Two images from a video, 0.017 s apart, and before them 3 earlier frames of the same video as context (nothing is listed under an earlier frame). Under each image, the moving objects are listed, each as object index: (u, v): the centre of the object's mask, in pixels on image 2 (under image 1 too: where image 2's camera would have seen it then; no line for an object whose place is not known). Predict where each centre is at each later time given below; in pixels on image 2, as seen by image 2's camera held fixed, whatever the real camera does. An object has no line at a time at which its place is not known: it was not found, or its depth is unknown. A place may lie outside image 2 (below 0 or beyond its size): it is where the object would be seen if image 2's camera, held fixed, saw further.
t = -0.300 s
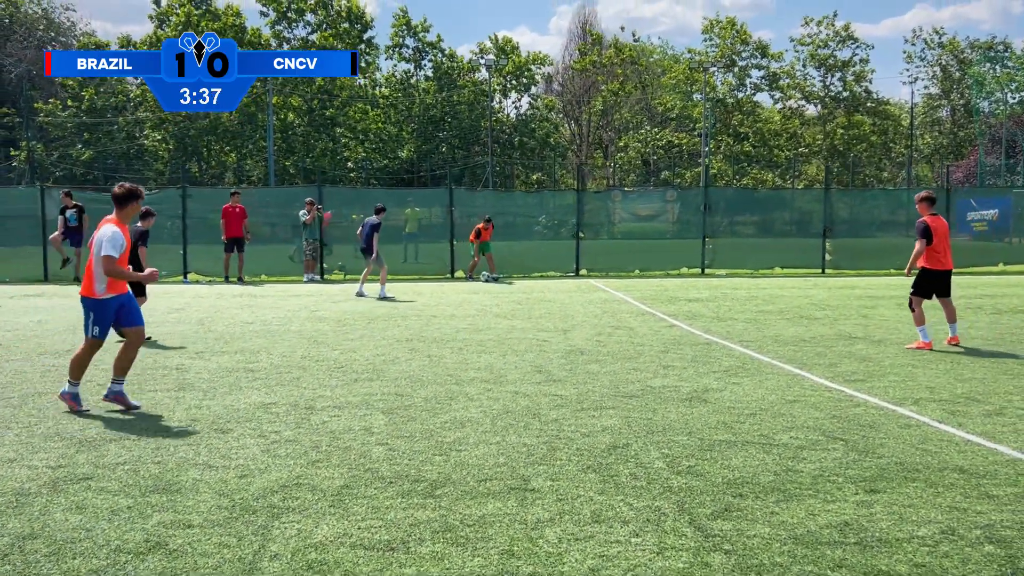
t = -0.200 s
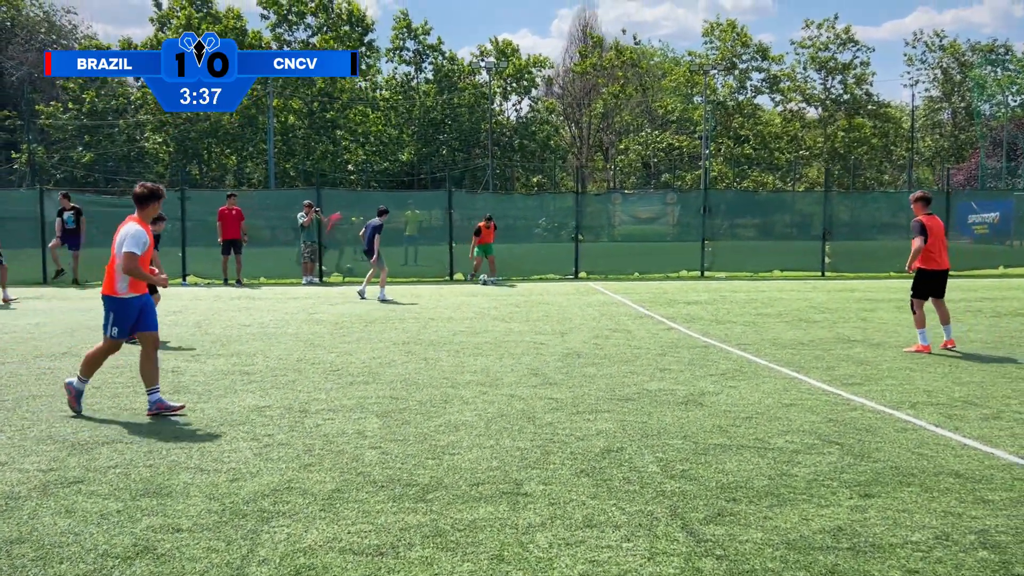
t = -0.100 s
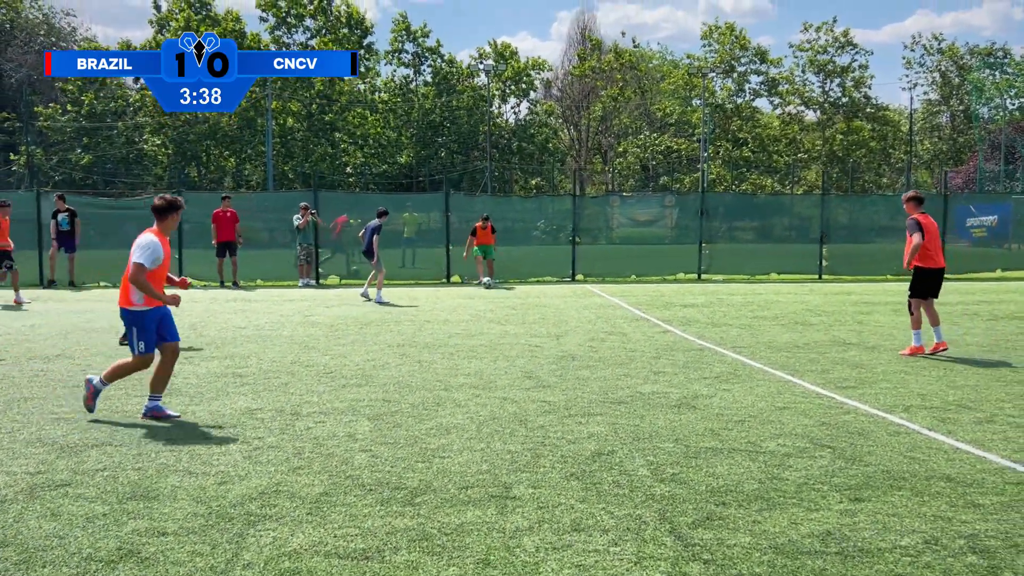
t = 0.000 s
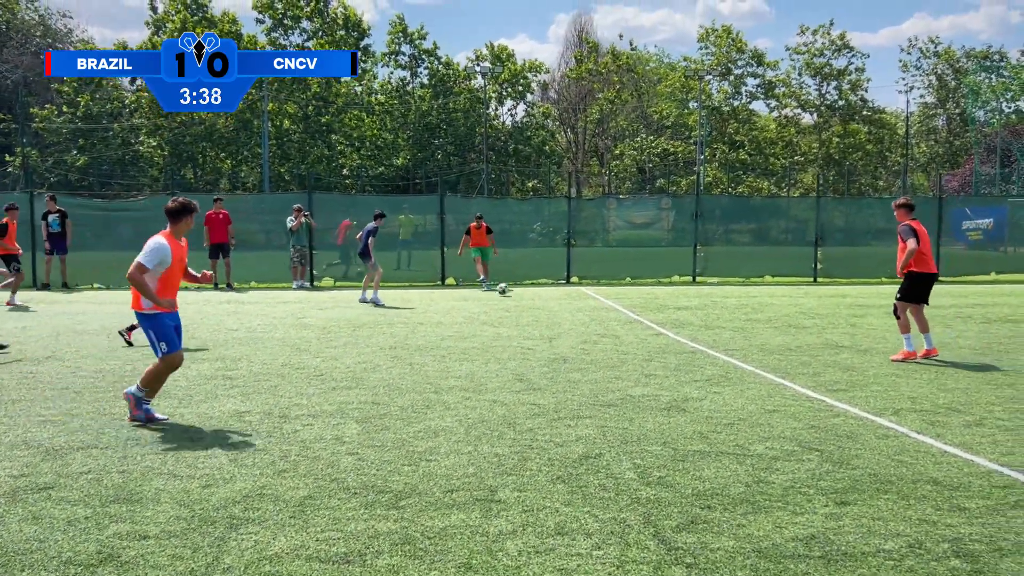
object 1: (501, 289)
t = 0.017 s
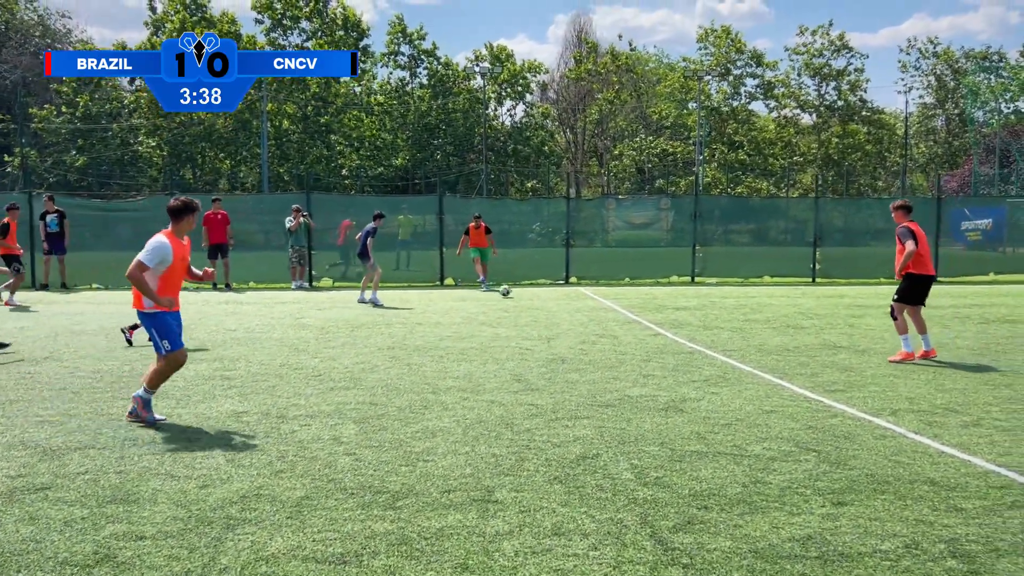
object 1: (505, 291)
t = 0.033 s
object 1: (509, 292)
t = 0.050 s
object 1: (512, 293)
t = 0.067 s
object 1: (517, 295)
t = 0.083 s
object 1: (520, 295)
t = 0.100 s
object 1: (523, 295)
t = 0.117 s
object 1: (527, 295)
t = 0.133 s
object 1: (531, 295)
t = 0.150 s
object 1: (534, 296)
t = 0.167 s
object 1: (538, 297)
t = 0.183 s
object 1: (542, 297)
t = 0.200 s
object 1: (546, 299)
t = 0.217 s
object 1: (550, 299)
